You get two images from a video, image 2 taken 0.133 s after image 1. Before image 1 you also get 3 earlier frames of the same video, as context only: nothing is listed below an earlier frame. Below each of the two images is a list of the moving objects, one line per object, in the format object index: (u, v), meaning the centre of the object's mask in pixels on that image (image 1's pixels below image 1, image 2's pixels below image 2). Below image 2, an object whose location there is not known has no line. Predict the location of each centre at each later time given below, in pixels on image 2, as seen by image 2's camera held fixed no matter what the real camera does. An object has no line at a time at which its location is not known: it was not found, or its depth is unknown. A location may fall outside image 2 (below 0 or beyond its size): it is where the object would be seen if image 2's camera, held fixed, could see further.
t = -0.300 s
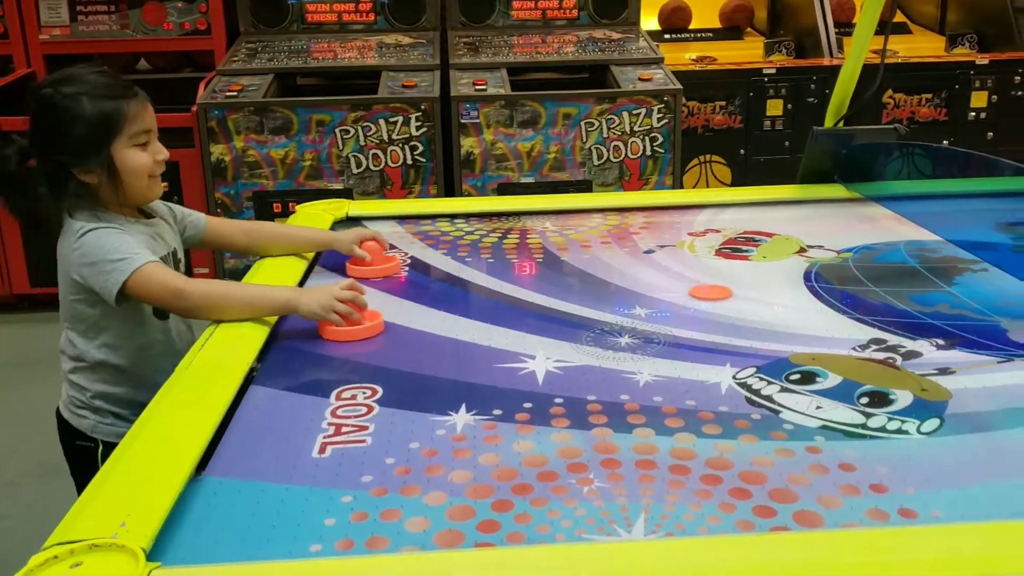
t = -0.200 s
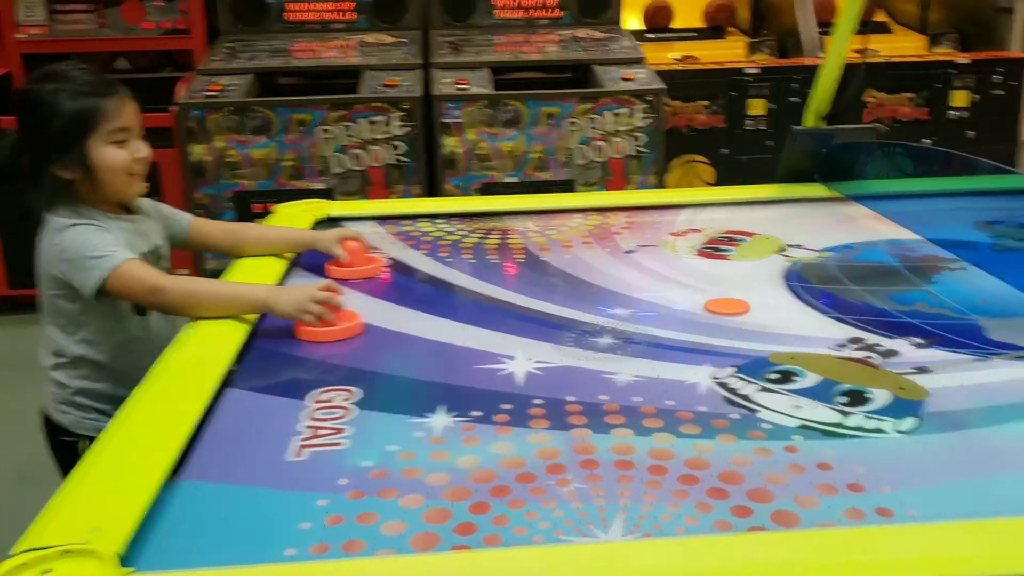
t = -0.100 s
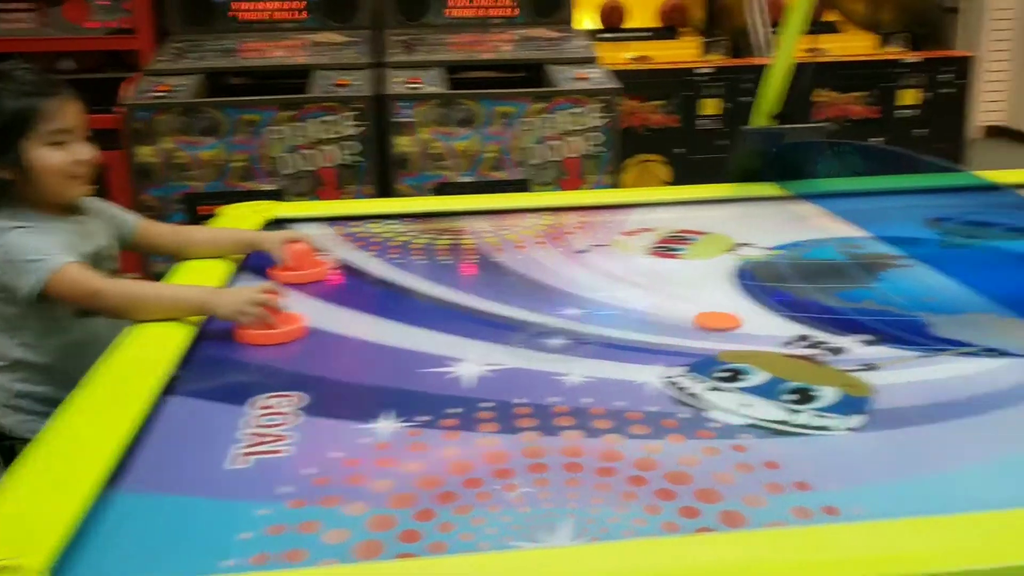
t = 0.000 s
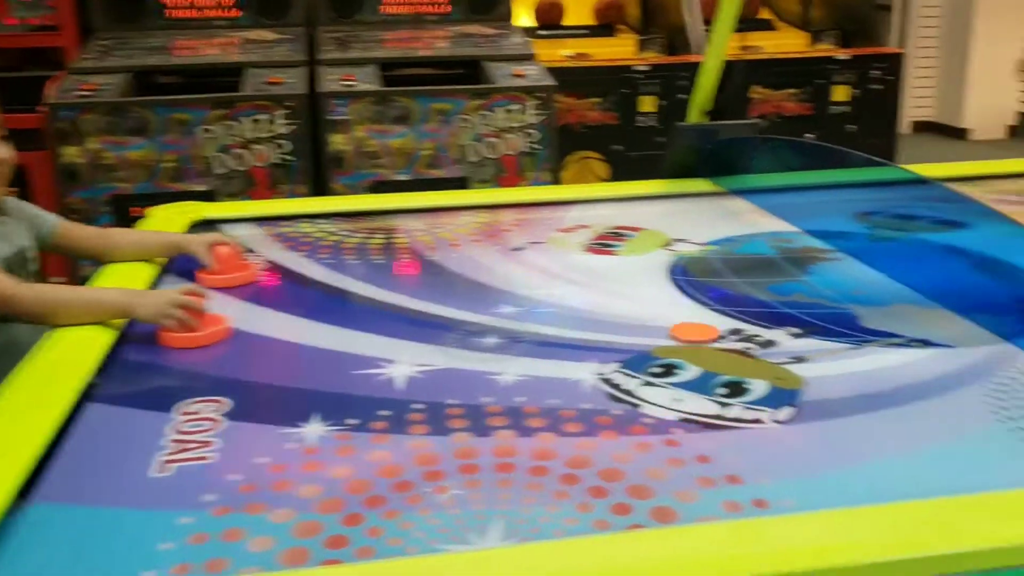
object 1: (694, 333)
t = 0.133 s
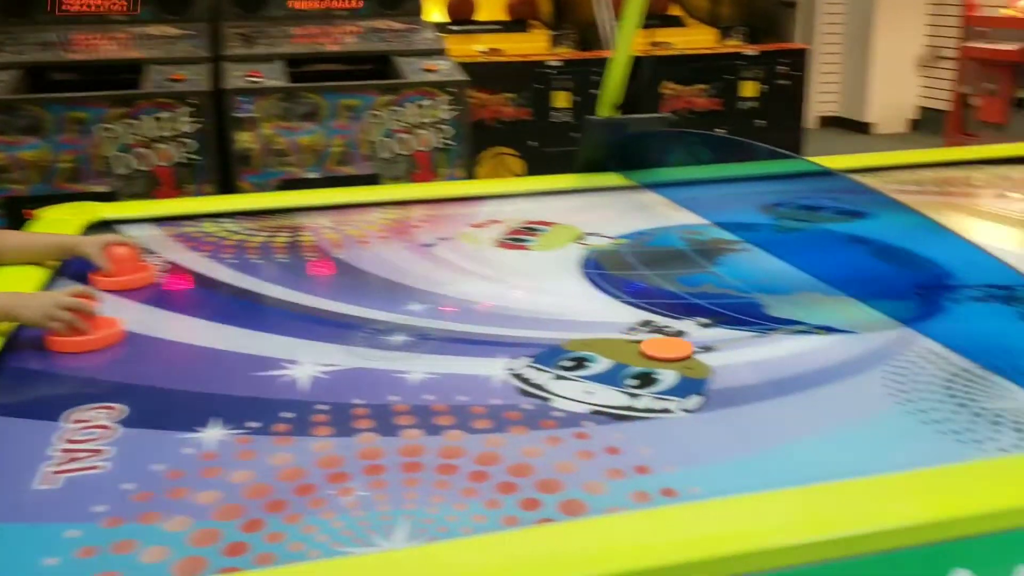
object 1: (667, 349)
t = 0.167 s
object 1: (684, 355)
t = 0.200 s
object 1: (700, 362)
